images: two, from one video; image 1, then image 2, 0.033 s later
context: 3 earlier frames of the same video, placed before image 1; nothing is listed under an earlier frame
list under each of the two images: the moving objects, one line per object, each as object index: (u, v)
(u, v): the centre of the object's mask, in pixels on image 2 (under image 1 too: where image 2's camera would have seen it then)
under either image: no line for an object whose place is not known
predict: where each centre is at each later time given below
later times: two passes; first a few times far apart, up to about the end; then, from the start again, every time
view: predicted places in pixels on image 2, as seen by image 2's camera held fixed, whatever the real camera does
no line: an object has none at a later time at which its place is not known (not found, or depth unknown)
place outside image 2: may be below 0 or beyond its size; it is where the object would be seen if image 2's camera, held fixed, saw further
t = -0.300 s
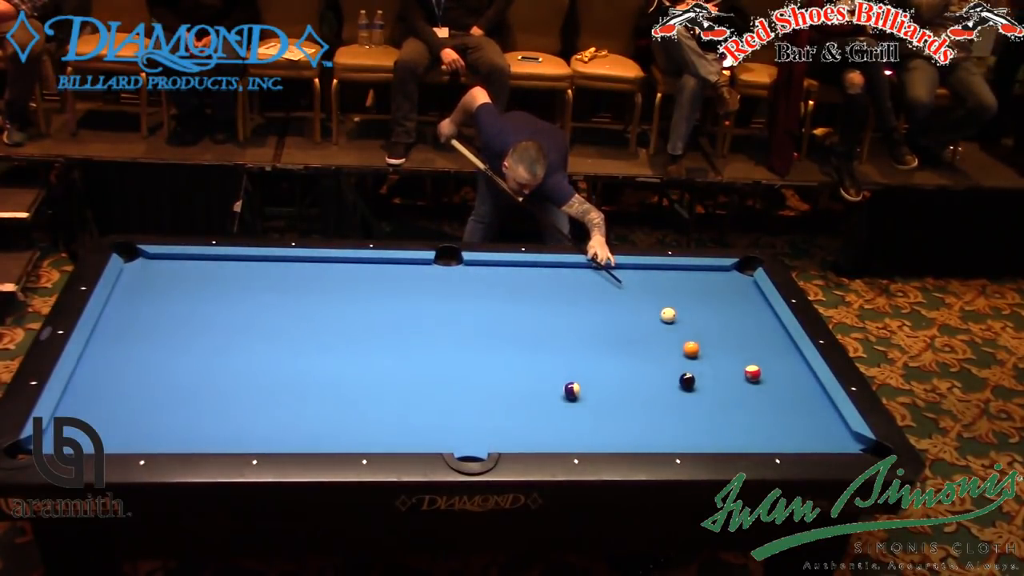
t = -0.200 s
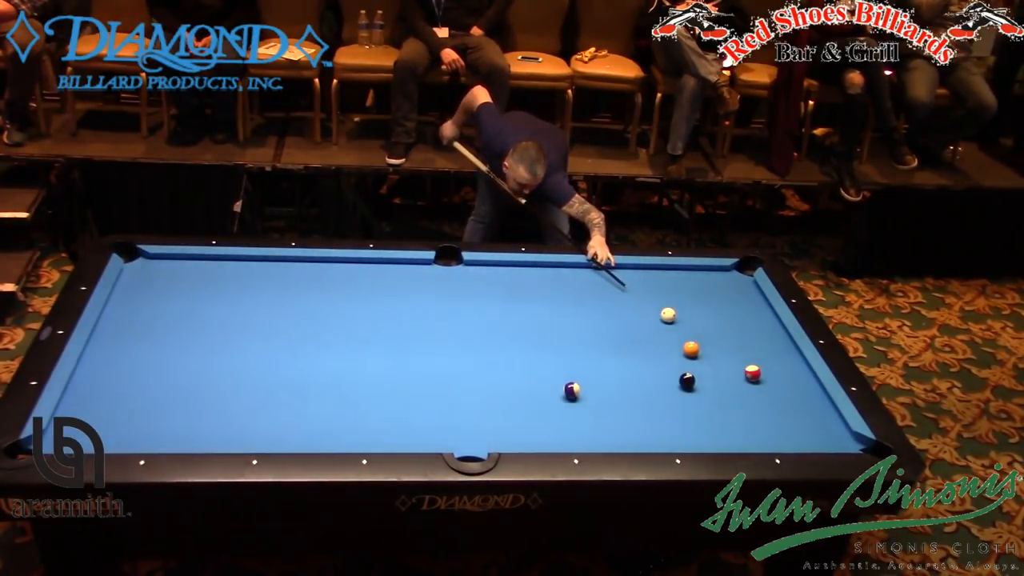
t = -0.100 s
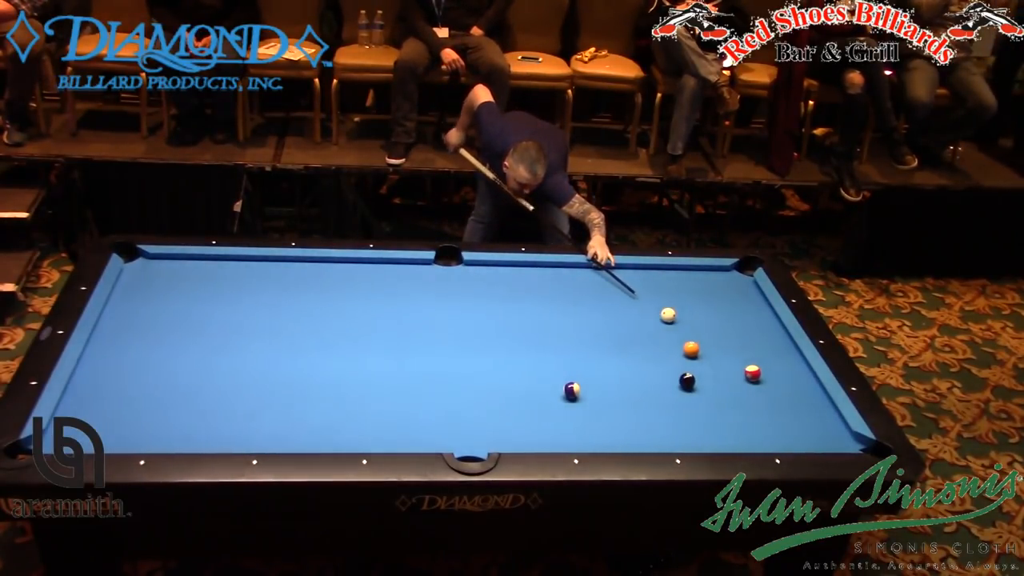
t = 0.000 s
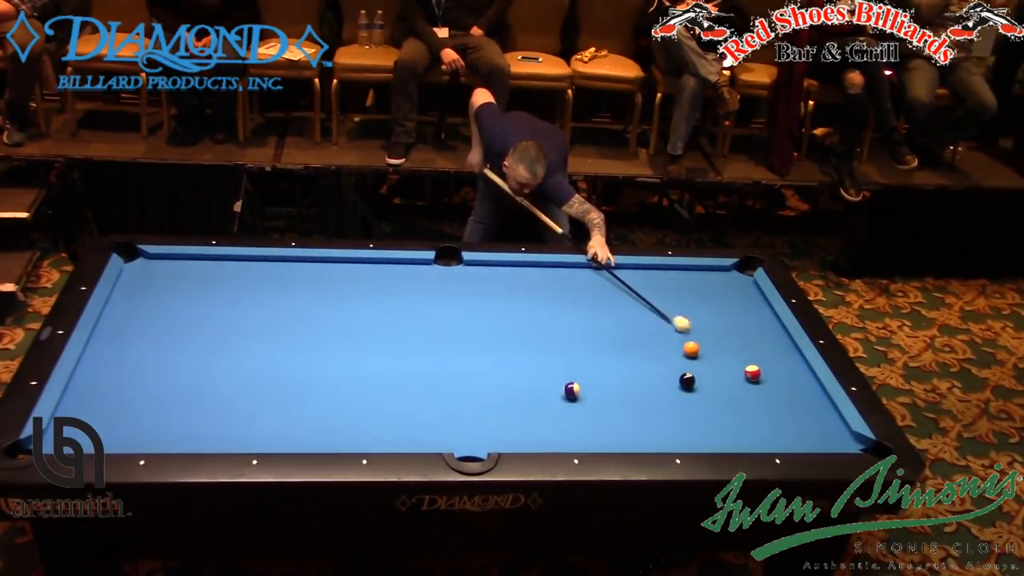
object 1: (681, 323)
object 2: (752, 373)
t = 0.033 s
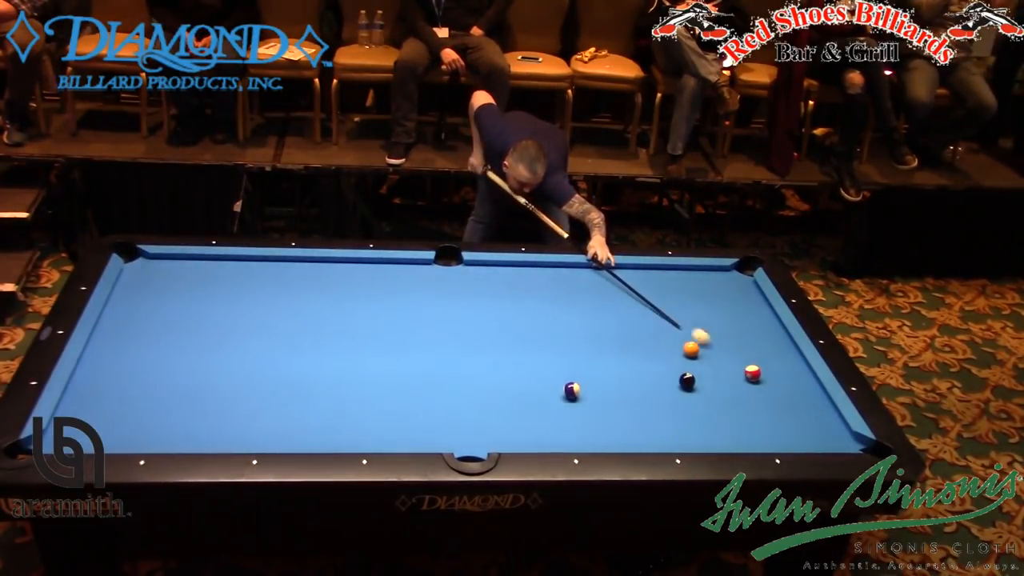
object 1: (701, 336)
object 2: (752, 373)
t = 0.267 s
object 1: (737, 362)
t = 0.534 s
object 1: (716, 348)
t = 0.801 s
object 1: (696, 334)
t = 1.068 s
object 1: (678, 322)
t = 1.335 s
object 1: (662, 311)
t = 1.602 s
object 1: (647, 301)
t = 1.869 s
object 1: (634, 292)
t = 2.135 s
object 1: (622, 283)
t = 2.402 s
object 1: (611, 276)
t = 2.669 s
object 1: (601, 269)
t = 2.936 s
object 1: (596, 269)
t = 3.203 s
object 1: (594, 272)
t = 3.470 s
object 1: (592, 275)
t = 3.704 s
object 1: (591, 276)
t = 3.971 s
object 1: (590, 278)
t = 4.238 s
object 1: (589, 279)
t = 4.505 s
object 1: (588, 280)
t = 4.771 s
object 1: (588, 280)
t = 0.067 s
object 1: (720, 350)
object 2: (753, 373)
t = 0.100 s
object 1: (739, 363)
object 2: (753, 373)
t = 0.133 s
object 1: (741, 365)
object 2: (771, 385)
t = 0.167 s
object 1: (741, 365)
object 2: (791, 399)
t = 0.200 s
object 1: (740, 364)
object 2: (812, 414)
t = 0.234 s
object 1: (739, 363)
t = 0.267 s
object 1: (737, 362)
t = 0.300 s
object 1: (734, 360)
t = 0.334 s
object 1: (731, 359)
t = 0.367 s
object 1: (729, 357)
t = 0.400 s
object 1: (726, 355)
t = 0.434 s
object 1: (723, 353)
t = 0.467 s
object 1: (721, 352)
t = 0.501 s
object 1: (718, 350)
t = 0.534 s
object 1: (716, 348)
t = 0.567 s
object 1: (713, 346)
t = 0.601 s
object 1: (711, 345)
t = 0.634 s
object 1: (708, 343)
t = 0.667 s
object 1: (706, 341)
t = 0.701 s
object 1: (703, 339)
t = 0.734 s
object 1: (701, 337)
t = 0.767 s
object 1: (698, 336)
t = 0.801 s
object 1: (696, 334)
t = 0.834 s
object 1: (694, 333)
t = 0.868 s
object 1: (692, 331)
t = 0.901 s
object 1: (689, 330)
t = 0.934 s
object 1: (687, 328)
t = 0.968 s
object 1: (685, 327)
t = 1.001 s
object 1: (683, 325)
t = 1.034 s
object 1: (681, 324)
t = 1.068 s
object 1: (678, 322)
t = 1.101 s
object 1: (676, 321)
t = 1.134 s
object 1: (674, 319)
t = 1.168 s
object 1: (672, 318)
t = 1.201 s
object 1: (670, 317)
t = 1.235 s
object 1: (668, 315)
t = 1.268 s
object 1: (666, 314)
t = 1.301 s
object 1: (664, 312)
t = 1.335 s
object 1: (662, 311)
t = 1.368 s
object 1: (660, 310)
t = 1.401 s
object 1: (658, 308)
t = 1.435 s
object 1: (656, 307)
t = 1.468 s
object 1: (655, 306)
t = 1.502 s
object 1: (653, 304)
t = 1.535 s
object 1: (651, 303)
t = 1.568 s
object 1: (649, 302)
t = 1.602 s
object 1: (647, 301)
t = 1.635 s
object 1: (645, 300)
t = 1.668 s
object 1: (644, 299)
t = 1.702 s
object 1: (642, 297)
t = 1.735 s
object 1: (640, 296)
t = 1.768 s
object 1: (639, 295)
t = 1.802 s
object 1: (637, 294)
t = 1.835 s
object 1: (635, 293)
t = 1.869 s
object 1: (634, 292)
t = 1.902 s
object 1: (632, 290)
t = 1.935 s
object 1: (631, 289)
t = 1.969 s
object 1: (629, 288)
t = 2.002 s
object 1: (628, 287)
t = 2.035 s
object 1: (626, 286)
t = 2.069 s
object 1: (625, 285)
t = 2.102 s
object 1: (623, 284)
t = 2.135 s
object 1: (622, 283)
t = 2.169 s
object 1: (620, 282)
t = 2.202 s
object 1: (619, 281)
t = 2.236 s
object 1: (617, 280)
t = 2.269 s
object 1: (616, 279)
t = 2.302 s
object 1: (615, 278)
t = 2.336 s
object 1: (613, 277)
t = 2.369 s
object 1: (612, 276)
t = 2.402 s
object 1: (611, 276)
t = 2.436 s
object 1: (610, 275)
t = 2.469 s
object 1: (608, 274)
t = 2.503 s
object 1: (607, 273)
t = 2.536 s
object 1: (606, 272)
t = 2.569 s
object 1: (604, 271)
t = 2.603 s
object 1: (603, 270)
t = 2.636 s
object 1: (602, 269)
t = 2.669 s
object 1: (601, 269)
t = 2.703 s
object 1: (600, 268)
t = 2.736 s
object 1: (598, 267)
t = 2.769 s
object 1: (598, 267)
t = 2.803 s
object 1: (597, 268)
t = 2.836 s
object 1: (597, 268)
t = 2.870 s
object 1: (597, 268)
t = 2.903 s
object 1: (596, 269)
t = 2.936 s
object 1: (596, 269)
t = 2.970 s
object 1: (596, 269)
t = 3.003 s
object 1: (596, 270)
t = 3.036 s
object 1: (595, 270)
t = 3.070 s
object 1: (595, 271)
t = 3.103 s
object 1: (595, 271)
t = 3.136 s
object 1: (594, 272)
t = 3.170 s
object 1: (594, 272)
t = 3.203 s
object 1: (594, 272)
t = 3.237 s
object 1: (594, 273)
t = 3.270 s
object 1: (593, 273)
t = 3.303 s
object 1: (593, 273)
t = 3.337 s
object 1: (593, 274)
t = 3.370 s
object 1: (593, 274)
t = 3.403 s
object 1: (593, 274)
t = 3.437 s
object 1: (592, 275)
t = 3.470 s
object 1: (592, 275)
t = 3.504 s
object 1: (592, 275)
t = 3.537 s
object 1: (592, 275)
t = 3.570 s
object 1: (592, 276)
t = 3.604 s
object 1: (592, 276)
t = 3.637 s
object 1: (591, 276)
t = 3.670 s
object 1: (591, 276)
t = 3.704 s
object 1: (591, 276)
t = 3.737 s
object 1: (591, 277)
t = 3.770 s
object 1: (590, 277)
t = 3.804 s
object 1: (590, 277)
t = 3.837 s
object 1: (590, 277)
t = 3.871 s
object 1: (590, 277)
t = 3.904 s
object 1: (590, 278)
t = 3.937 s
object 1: (590, 278)
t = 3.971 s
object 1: (590, 278)
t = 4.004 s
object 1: (589, 278)
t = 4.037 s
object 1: (589, 278)
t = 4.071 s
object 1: (589, 278)
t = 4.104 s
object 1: (589, 279)
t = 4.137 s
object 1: (589, 279)
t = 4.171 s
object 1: (589, 279)
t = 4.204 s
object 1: (589, 279)
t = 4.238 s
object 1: (589, 279)
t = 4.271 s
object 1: (589, 279)
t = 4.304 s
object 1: (589, 279)
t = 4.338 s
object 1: (589, 279)
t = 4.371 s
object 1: (588, 280)
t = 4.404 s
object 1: (588, 280)
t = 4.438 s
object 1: (588, 280)
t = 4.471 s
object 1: (588, 280)
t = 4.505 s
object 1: (588, 280)
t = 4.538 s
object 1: (588, 280)
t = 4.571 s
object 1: (588, 280)
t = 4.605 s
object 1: (588, 280)
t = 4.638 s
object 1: (588, 280)
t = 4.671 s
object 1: (588, 280)
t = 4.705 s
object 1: (588, 280)
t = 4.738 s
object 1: (588, 280)
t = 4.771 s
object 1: (588, 280)
